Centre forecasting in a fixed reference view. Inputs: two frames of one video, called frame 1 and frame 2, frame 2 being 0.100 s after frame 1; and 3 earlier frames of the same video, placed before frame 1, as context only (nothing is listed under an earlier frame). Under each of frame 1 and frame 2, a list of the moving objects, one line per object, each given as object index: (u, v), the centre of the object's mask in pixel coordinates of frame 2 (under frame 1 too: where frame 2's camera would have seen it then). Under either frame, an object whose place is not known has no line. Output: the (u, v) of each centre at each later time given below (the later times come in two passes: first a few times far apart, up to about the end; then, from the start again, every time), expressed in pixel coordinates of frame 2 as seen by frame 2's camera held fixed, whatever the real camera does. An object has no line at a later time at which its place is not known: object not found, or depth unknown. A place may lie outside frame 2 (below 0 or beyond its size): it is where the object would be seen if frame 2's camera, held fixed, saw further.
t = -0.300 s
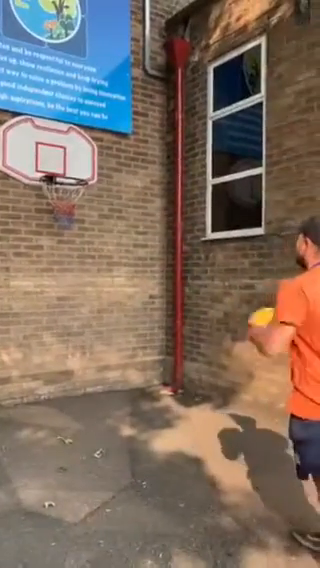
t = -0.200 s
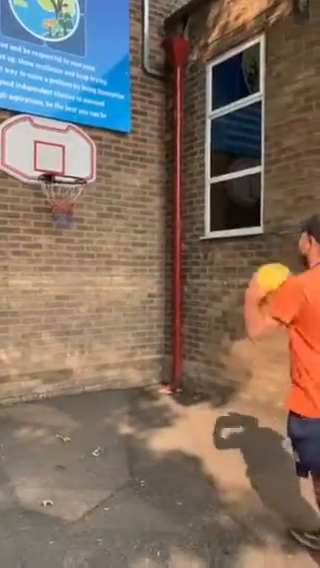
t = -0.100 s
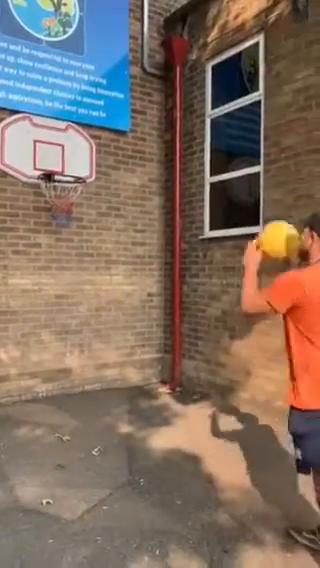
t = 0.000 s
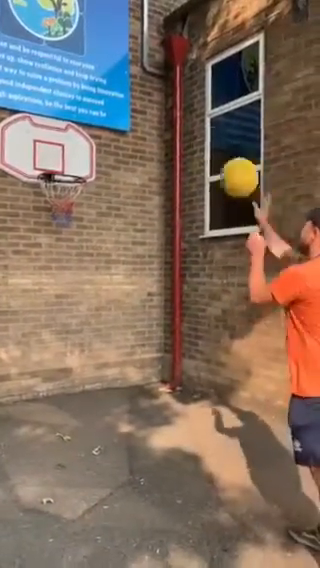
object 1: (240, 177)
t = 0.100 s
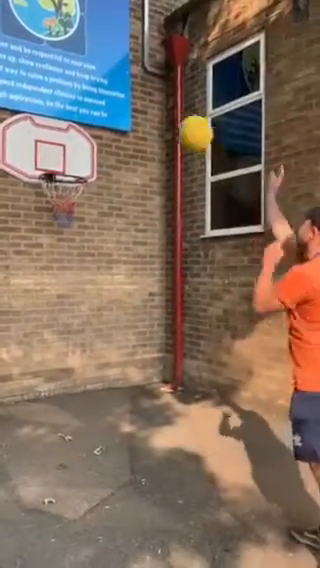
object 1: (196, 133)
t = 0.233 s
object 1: (149, 108)
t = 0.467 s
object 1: (91, 127)
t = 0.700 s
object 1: (62, 191)
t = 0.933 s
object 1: (94, 260)
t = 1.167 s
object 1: (125, 376)
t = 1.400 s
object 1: (170, 310)
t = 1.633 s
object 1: (206, 265)
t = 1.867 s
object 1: (187, 275)
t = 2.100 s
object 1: (164, 343)
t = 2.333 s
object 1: (150, 375)
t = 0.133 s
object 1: (183, 124)
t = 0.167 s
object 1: (172, 116)
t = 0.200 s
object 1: (159, 112)
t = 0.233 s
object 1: (149, 108)
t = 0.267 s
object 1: (140, 107)
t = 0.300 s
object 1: (130, 108)
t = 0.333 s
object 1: (121, 110)
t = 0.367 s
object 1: (113, 112)
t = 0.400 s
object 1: (104, 116)
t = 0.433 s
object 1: (98, 120)
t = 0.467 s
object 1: (91, 127)
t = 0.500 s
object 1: (83, 134)
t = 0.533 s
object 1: (76, 143)
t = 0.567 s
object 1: (72, 149)
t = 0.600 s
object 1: (65, 160)
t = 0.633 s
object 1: (59, 170)
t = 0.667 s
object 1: (57, 175)
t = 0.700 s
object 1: (62, 191)
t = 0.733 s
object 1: (65, 195)
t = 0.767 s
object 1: (69, 205)
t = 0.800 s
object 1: (75, 216)
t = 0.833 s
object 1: (80, 224)
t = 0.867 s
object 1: (84, 235)
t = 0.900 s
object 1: (89, 247)
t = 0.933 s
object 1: (94, 260)
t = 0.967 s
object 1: (98, 274)
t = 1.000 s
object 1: (102, 289)
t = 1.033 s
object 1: (107, 303)
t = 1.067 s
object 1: (111, 320)
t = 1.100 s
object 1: (114, 337)
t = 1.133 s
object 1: (120, 356)
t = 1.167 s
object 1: (125, 376)
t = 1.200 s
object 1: (128, 389)
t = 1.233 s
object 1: (136, 373)
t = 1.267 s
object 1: (143, 358)
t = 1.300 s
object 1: (149, 345)
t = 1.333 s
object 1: (156, 332)
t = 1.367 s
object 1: (163, 321)
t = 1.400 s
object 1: (170, 310)
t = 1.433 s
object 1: (177, 301)
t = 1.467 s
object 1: (183, 292)
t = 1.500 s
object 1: (190, 284)
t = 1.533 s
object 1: (197, 278)
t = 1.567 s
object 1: (204, 272)
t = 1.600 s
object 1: (208, 268)
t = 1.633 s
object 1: (206, 265)
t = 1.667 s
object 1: (203, 263)
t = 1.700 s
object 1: (200, 263)
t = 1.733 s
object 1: (198, 263)
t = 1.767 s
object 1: (195, 264)
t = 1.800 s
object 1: (192, 266)
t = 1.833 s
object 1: (189, 270)
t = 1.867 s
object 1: (187, 275)
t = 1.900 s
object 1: (183, 281)
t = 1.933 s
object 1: (181, 288)
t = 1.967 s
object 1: (177, 296)
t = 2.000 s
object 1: (174, 306)
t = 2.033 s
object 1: (171, 318)
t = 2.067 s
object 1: (167, 329)
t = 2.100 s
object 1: (164, 343)
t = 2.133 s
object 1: (162, 359)
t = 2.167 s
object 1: (158, 377)
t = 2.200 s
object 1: (155, 396)
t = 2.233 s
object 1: (151, 415)
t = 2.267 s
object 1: (150, 402)
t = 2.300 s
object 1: (150, 388)
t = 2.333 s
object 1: (150, 375)
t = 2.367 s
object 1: (149, 362)
